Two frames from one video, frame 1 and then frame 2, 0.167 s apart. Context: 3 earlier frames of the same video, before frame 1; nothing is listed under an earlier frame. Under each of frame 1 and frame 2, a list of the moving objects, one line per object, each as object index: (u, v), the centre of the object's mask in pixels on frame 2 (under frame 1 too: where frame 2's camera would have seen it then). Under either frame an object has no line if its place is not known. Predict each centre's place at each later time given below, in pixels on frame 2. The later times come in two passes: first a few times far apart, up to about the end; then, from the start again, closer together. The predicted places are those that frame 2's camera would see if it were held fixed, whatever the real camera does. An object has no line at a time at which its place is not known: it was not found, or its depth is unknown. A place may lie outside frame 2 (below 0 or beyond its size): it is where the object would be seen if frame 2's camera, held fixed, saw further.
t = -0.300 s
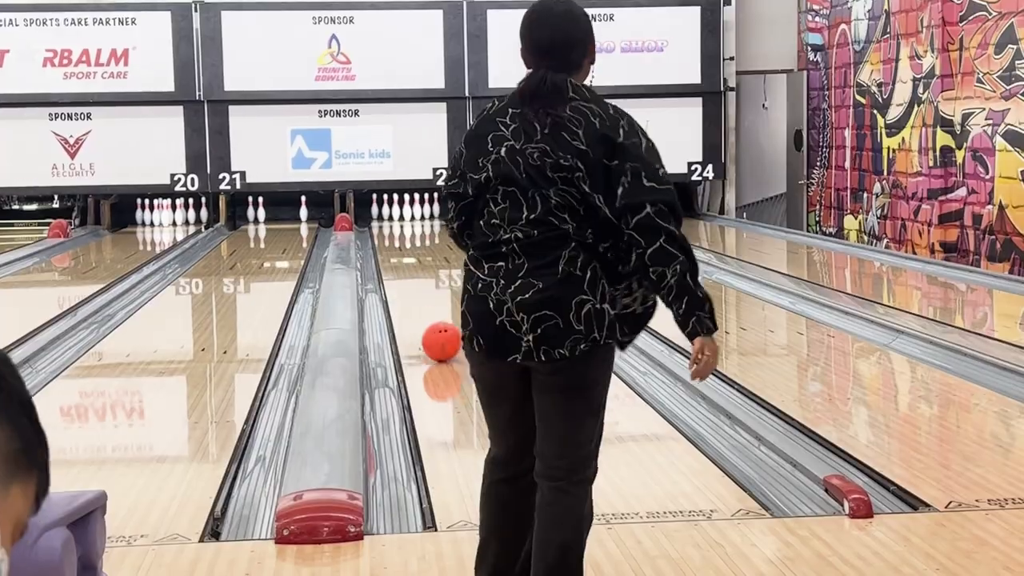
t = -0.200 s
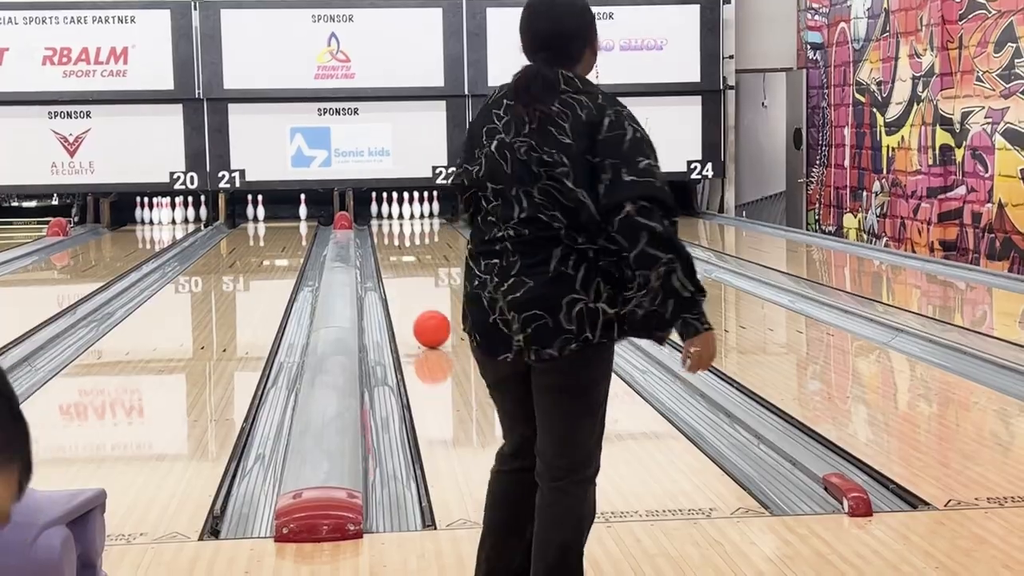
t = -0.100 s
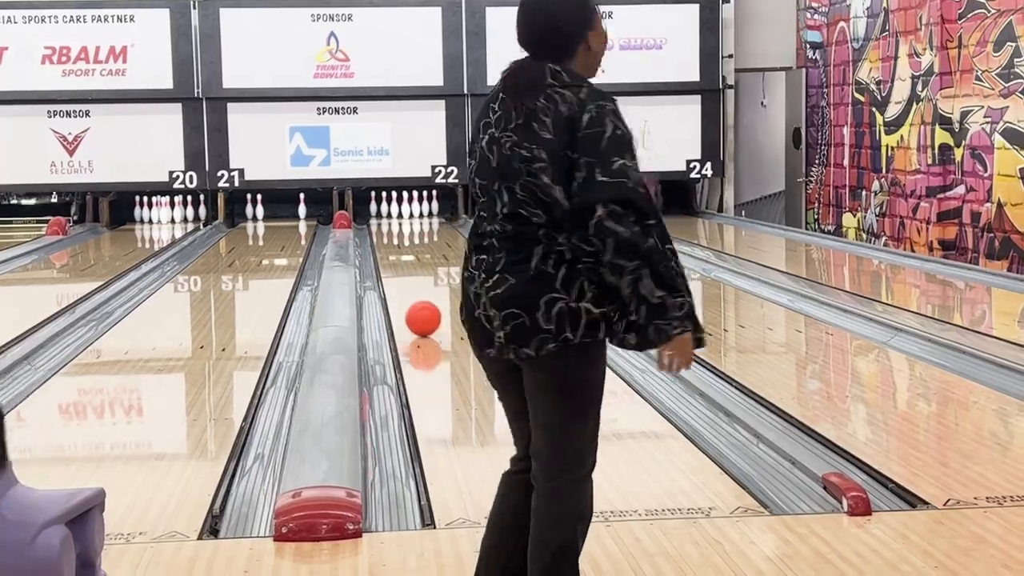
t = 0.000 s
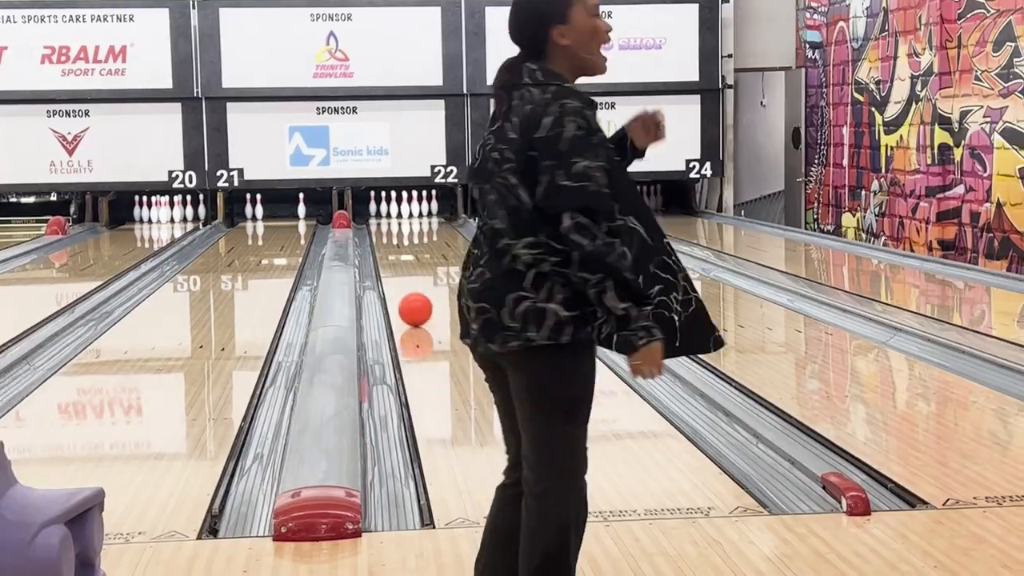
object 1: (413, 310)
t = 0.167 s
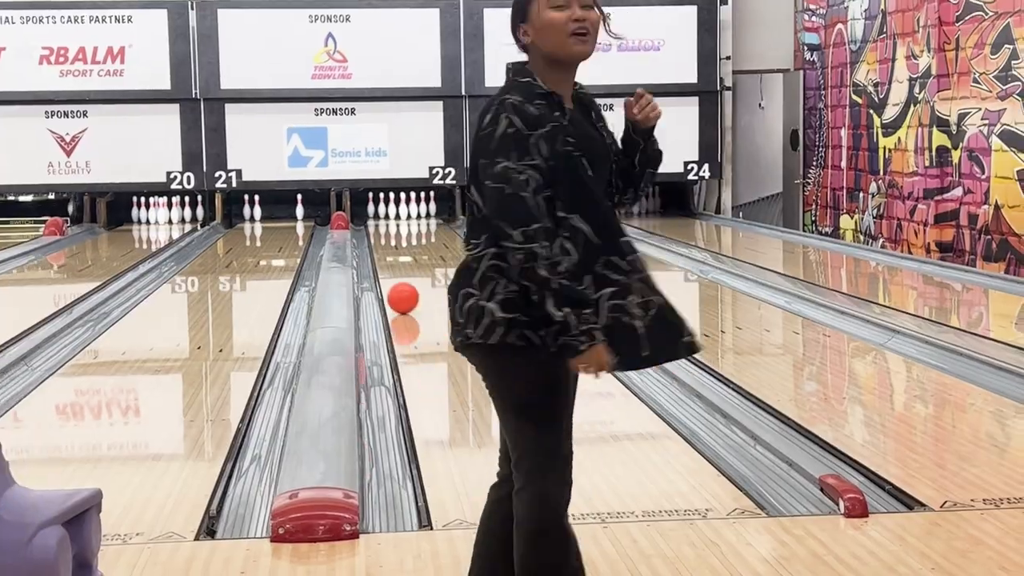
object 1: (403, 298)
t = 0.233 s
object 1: (399, 293)
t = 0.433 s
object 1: (389, 281)
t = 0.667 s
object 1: (379, 271)
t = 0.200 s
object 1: (401, 296)
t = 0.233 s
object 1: (399, 293)
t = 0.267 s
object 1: (397, 291)
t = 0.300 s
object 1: (395, 289)
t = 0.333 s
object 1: (394, 288)
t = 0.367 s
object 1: (392, 285)
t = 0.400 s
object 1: (390, 283)
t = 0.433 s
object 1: (389, 281)
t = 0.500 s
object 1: (386, 279)
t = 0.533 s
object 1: (384, 277)
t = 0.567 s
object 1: (383, 276)
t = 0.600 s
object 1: (382, 274)
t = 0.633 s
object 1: (380, 273)
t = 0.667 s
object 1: (379, 271)
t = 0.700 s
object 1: (378, 270)
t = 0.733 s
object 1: (376, 270)
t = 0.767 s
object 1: (374, 268)
